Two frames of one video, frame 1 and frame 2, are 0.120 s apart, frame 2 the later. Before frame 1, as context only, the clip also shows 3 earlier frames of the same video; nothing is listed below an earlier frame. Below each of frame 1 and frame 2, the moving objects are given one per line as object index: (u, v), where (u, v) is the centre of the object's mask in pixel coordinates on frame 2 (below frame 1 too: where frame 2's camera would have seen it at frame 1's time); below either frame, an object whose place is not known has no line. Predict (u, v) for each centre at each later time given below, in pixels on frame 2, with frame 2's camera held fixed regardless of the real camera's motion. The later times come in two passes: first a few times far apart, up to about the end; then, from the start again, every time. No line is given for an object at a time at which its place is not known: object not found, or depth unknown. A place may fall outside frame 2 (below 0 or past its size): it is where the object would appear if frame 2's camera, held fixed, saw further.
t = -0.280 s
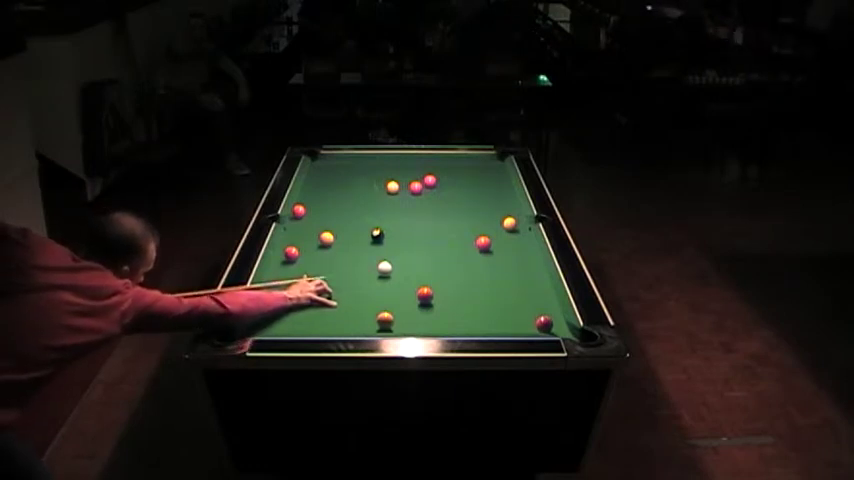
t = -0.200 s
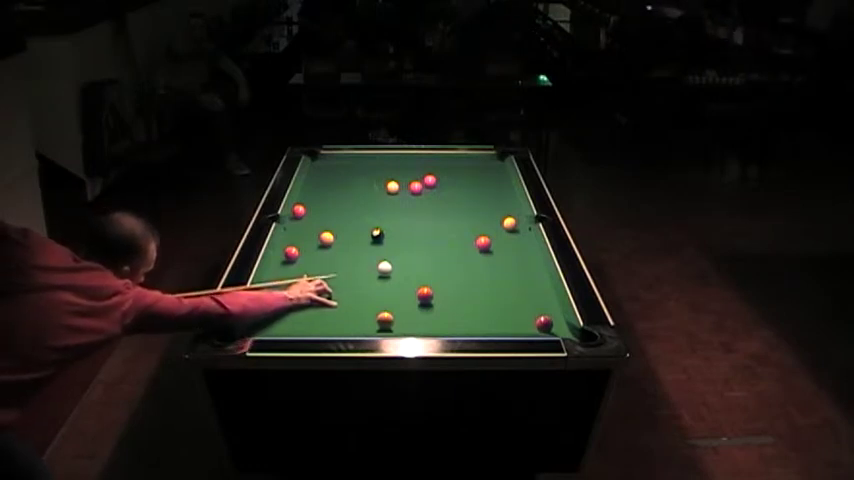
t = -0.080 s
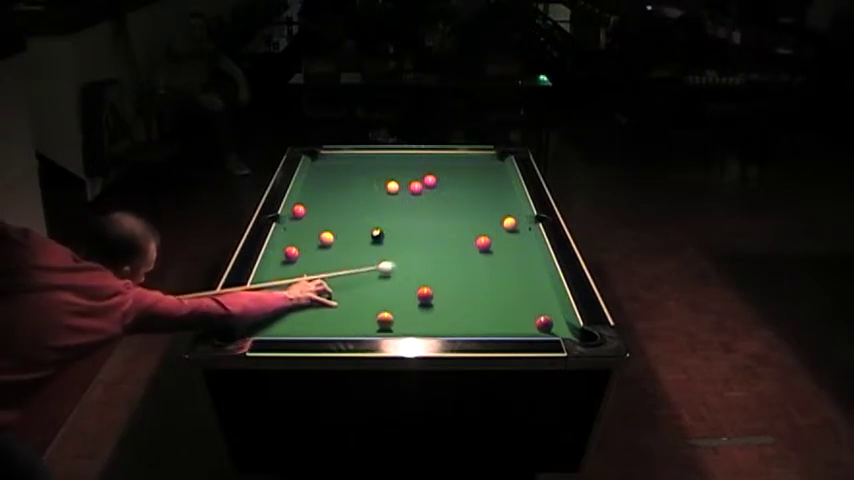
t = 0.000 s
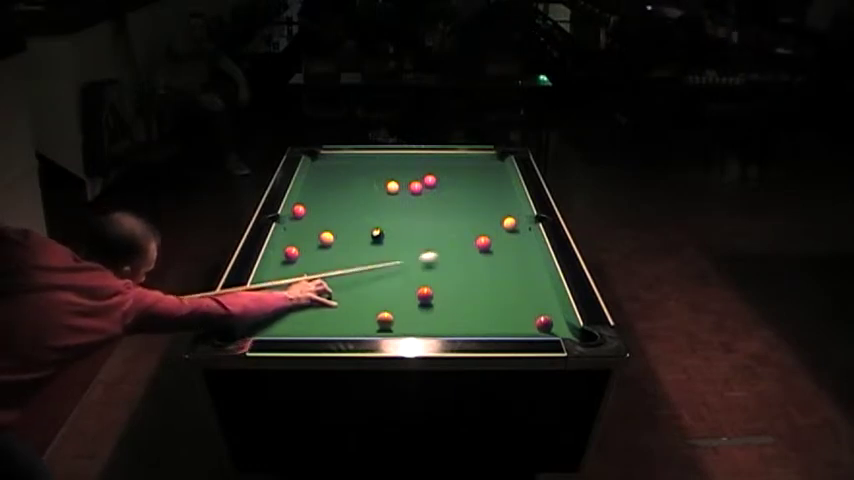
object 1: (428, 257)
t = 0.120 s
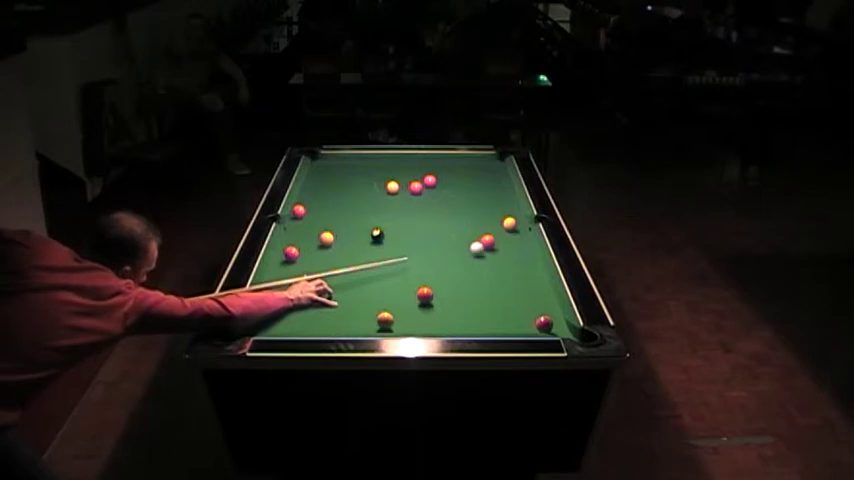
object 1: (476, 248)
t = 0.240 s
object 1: (491, 251)
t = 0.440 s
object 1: (524, 252)
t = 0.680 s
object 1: (514, 249)
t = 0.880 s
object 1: (498, 247)
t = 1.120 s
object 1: (481, 243)
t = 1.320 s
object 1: (468, 241)
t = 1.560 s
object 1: (453, 238)
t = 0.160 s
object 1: (480, 249)
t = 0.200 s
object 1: (485, 250)
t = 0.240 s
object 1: (491, 251)
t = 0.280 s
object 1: (497, 251)
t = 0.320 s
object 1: (504, 251)
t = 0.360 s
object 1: (510, 252)
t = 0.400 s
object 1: (517, 252)
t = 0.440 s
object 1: (524, 252)
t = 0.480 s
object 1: (530, 252)
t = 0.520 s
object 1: (529, 252)
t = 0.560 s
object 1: (524, 251)
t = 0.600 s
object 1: (521, 251)
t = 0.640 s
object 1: (518, 250)
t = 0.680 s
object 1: (514, 249)
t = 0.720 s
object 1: (511, 249)
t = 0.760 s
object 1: (508, 248)
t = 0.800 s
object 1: (505, 248)
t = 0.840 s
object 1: (501, 247)
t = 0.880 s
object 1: (498, 247)
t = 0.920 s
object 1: (496, 246)
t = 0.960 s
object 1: (492, 246)
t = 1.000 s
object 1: (490, 245)
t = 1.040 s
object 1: (487, 245)
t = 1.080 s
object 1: (484, 244)
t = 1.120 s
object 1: (481, 243)
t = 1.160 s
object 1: (478, 243)
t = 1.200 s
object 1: (476, 242)
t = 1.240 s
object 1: (473, 242)
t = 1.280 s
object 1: (470, 241)
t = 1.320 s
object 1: (468, 241)
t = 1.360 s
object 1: (465, 240)
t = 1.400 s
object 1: (463, 240)
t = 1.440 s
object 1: (460, 239)
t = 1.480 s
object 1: (458, 239)
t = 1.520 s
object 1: (456, 239)
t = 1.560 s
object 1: (453, 238)
